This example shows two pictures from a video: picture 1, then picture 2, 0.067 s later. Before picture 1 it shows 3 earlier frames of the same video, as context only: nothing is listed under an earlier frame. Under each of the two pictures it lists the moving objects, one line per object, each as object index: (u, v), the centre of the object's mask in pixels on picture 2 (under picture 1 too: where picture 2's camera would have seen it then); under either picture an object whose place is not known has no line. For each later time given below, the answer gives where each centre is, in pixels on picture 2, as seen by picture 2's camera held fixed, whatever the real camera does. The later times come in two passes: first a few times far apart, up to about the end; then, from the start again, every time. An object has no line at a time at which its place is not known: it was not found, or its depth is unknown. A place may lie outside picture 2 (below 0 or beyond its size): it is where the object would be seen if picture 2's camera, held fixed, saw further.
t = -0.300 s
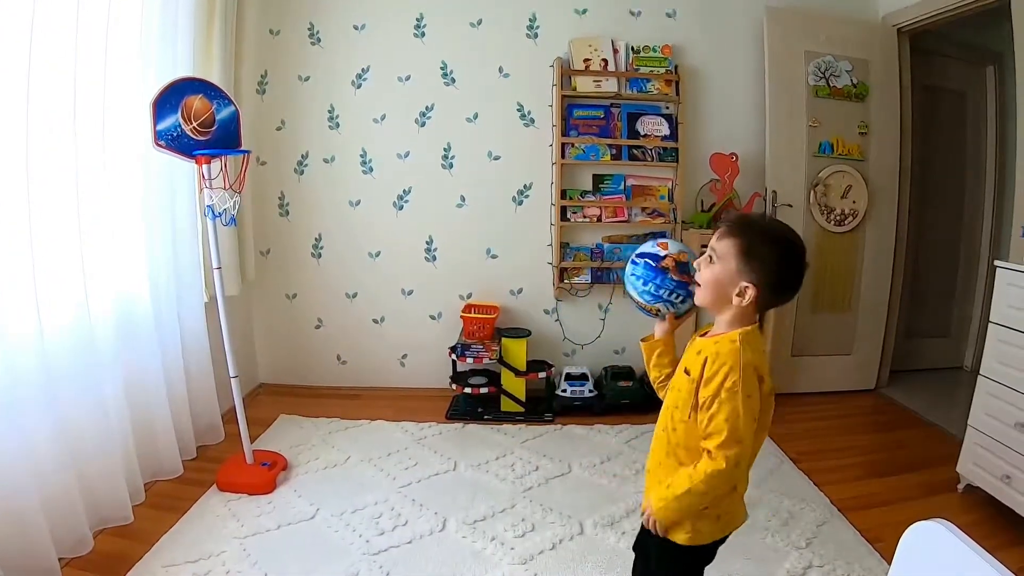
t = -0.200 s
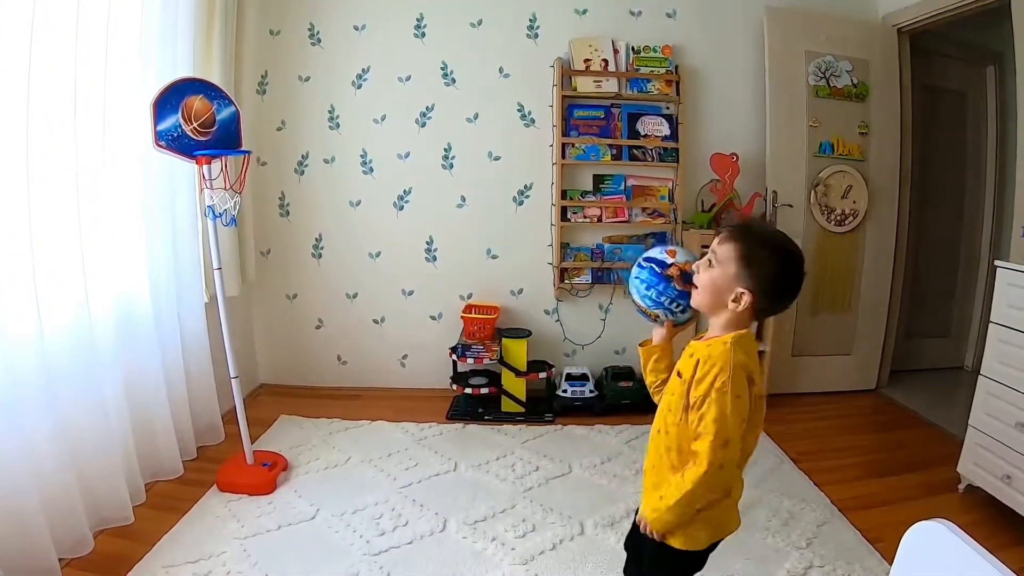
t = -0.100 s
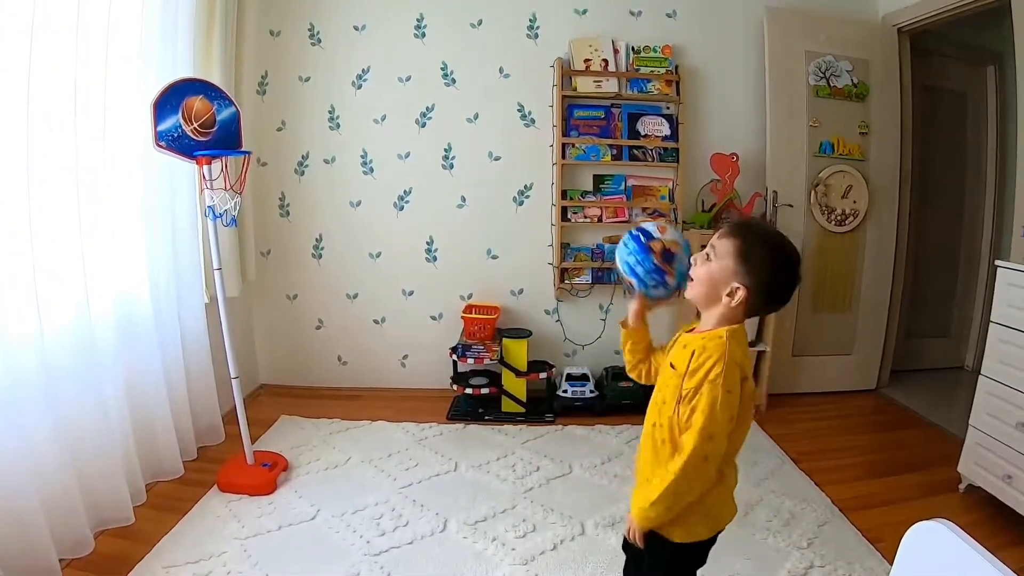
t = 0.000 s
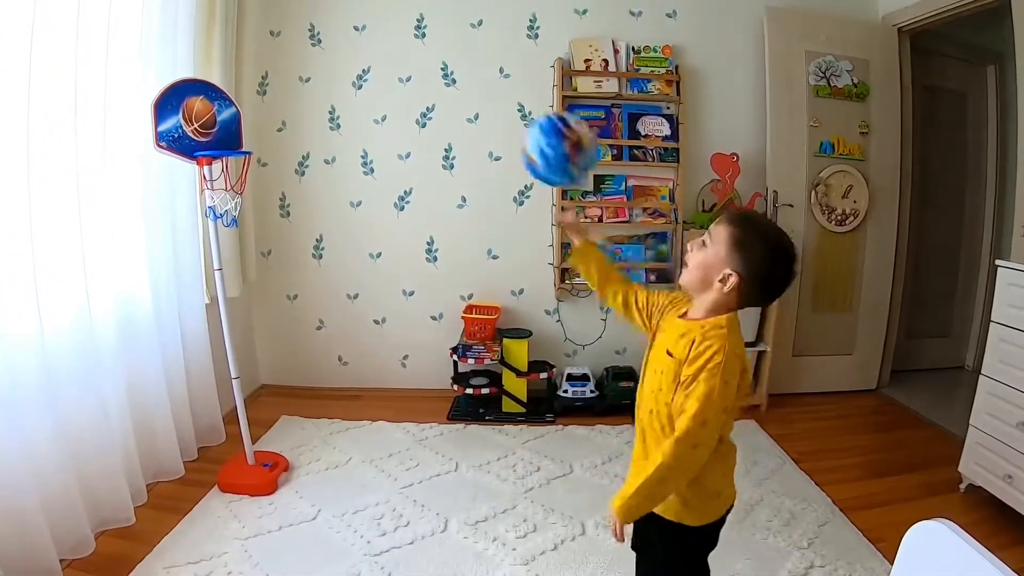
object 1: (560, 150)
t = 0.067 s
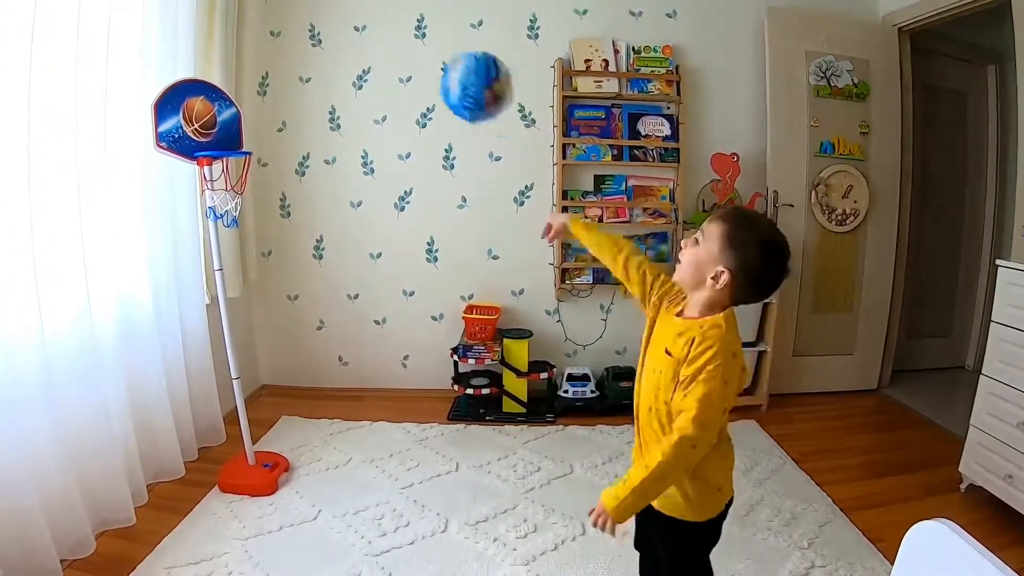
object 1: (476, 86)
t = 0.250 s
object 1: (303, 43)
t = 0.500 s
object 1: (195, 128)
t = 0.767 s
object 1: (199, 166)
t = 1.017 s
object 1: (218, 256)
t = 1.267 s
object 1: (263, 461)
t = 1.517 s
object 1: (313, 447)
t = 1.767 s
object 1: (386, 521)
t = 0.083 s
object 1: (456, 74)
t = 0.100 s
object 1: (438, 65)
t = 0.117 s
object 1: (421, 58)
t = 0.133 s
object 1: (404, 51)
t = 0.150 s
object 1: (387, 46)
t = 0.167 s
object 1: (372, 43)
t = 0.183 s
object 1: (358, 41)
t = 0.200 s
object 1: (343, 40)
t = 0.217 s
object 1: (330, 40)
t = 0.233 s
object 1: (316, 41)
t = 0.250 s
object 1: (303, 43)
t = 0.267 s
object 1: (291, 45)
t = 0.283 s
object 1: (279, 48)
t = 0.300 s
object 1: (268, 52)
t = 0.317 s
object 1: (257, 58)
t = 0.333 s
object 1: (247, 62)
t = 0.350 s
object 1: (237, 68)
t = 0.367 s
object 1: (228, 75)
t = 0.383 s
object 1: (218, 82)
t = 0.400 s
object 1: (210, 91)
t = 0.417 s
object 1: (202, 99)
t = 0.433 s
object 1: (196, 105)
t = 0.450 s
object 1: (196, 111)
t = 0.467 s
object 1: (196, 116)
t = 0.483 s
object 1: (196, 122)
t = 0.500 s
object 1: (195, 128)
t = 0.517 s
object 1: (193, 138)
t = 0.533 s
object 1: (194, 143)
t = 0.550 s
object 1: (197, 145)
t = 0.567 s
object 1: (200, 147)
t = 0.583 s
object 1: (202, 149)
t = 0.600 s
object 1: (204, 150)
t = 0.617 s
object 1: (204, 150)
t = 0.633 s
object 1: (203, 151)
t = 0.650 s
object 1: (202, 151)
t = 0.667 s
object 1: (200, 153)
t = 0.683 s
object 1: (198, 154)
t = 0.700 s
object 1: (197, 155)
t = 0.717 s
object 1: (197, 157)
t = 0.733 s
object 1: (198, 160)
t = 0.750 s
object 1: (198, 162)
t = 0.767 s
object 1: (199, 166)
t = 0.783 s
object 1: (199, 169)
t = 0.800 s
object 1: (199, 173)
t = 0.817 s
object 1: (199, 179)
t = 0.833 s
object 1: (199, 186)
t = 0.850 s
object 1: (200, 192)
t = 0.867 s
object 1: (203, 195)
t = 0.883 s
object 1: (205, 200)
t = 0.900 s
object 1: (204, 205)
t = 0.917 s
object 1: (206, 209)
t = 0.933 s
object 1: (209, 214)
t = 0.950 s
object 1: (210, 221)
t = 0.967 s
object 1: (212, 229)
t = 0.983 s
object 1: (214, 237)
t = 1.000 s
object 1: (215, 246)
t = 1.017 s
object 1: (218, 256)
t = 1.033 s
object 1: (220, 266)
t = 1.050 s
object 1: (222, 277)
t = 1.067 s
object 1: (224, 289)
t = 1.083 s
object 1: (226, 301)
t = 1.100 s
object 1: (229, 314)
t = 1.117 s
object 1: (231, 328)
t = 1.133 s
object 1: (234, 342)
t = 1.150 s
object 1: (237, 357)
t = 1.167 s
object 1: (241, 372)
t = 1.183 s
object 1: (244, 388)
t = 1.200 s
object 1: (248, 403)
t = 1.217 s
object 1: (252, 420)
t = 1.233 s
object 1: (256, 437)
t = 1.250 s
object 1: (260, 454)
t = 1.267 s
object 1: (263, 461)
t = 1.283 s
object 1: (265, 456)
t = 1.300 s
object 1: (267, 451)
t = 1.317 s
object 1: (269, 447)
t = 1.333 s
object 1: (272, 443)
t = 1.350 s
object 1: (274, 440)
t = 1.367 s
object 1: (277, 437)
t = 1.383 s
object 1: (280, 435)
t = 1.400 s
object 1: (284, 434)
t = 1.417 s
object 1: (287, 434)
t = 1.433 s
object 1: (292, 434)
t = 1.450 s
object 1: (295, 436)
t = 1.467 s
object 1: (299, 437)
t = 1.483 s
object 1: (303, 439)
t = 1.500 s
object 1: (308, 444)
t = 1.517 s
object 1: (313, 447)
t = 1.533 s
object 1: (317, 452)
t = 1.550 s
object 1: (322, 458)
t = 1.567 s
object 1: (327, 465)
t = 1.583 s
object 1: (332, 472)
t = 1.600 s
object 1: (338, 480)
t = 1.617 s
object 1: (344, 488)
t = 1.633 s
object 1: (350, 498)
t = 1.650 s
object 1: (356, 509)
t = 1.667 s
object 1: (362, 520)
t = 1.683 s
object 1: (368, 531)
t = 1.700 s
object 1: (371, 530)
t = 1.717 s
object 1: (375, 526)
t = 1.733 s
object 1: (378, 524)
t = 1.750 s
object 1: (382, 523)
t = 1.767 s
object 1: (386, 521)
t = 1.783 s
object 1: (390, 521)
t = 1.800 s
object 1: (395, 522)
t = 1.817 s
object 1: (399, 524)
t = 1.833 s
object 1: (404, 526)
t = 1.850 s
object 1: (409, 529)
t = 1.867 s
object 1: (414, 533)
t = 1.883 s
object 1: (420, 538)
